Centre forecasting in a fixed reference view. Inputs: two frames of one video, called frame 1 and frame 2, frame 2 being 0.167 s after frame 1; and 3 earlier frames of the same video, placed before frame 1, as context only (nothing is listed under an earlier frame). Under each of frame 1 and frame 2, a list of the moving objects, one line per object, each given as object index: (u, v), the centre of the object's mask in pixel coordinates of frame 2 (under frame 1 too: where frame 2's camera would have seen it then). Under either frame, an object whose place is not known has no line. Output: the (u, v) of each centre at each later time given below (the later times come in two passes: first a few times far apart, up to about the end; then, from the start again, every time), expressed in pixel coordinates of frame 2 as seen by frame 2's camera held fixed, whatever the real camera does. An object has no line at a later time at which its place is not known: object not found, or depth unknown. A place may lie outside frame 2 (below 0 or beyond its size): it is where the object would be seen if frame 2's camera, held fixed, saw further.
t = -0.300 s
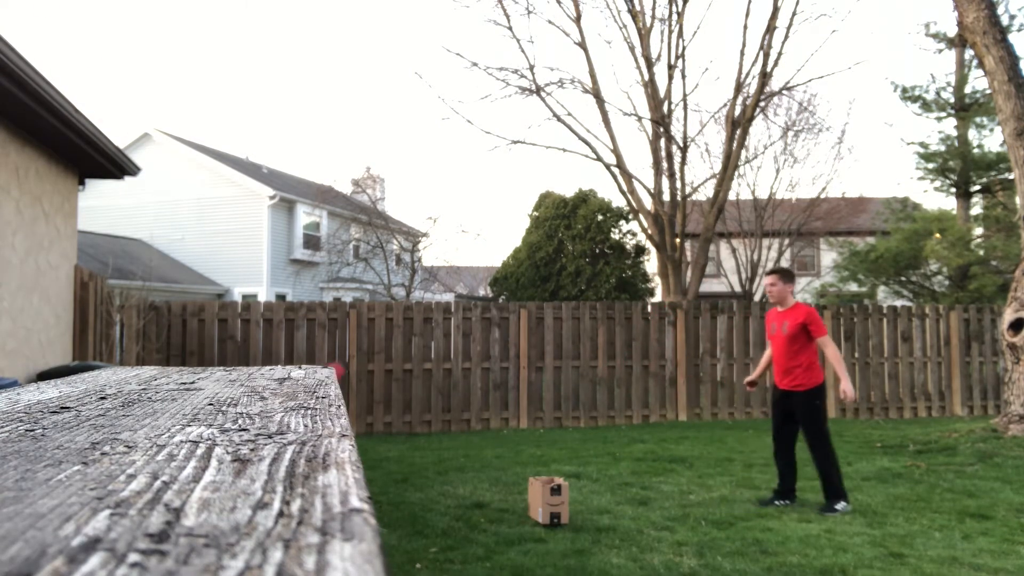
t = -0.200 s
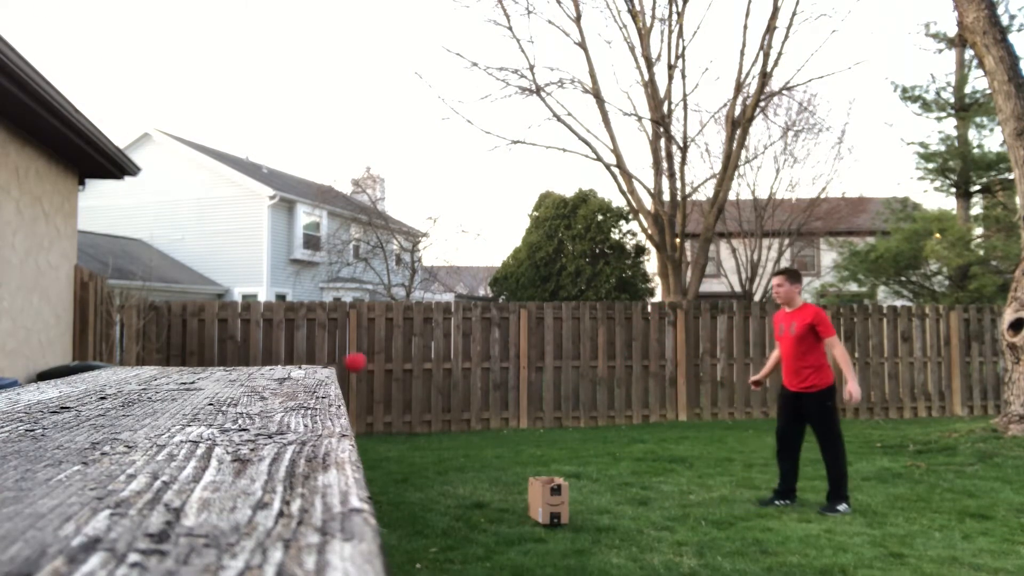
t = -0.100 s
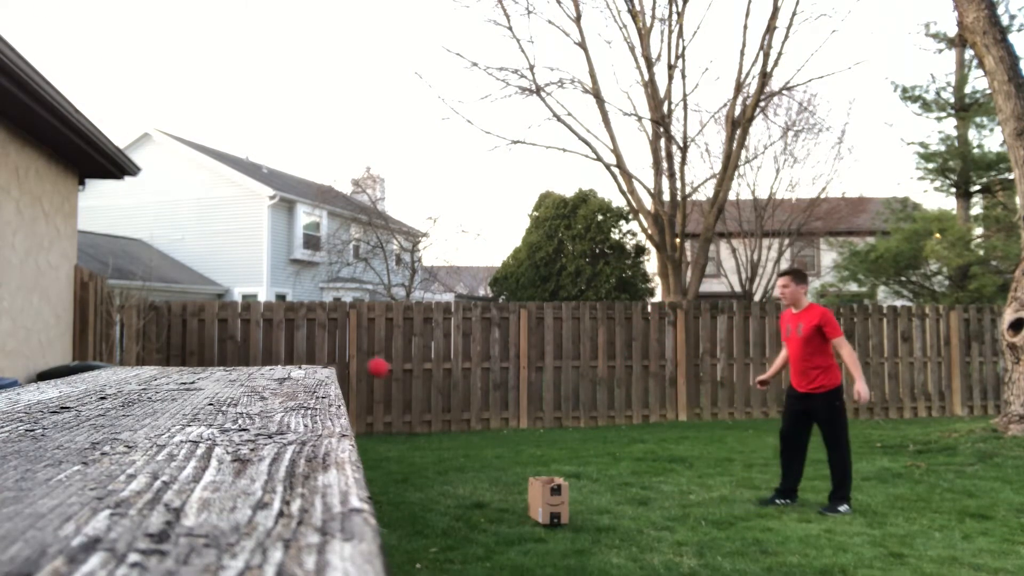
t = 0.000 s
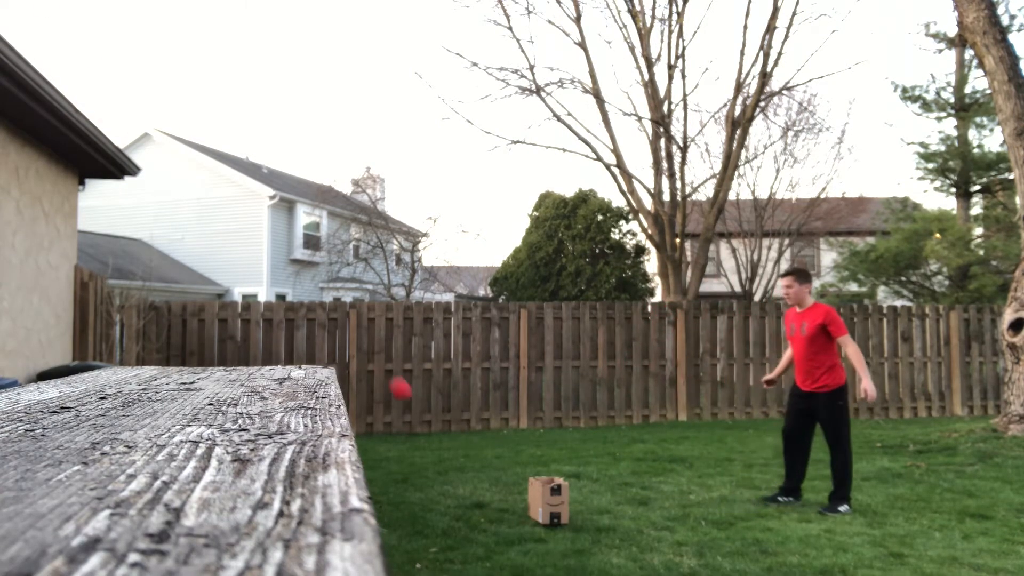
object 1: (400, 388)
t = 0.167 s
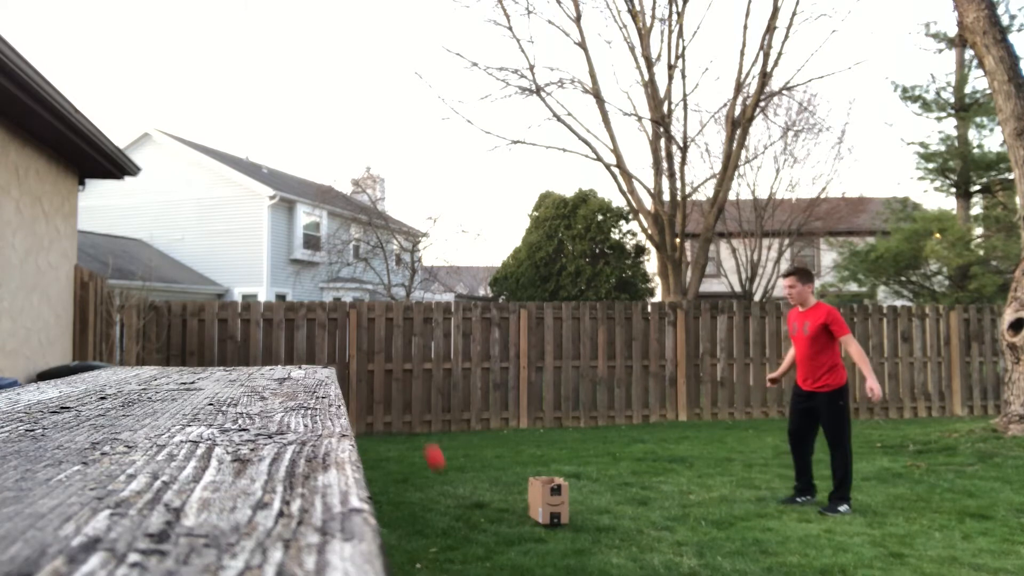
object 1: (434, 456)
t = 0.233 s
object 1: (448, 495)
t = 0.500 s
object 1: (474, 462)
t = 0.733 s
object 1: (491, 487)
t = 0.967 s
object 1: (507, 495)
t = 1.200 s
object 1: (520, 505)
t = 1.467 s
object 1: (522, 508)
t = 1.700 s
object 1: (522, 508)
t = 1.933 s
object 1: (522, 508)
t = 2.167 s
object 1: (523, 508)
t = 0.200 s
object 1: (441, 475)
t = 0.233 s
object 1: (448, 495)
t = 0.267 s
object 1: (454, 513)
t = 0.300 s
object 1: (458, 507)
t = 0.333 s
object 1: (461, 495)
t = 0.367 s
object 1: (463, 485)
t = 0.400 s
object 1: (466, 476)
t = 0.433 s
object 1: (469, 470)
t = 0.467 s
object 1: (471, 465)
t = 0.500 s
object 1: (474, 462)
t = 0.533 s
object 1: (476, 461)
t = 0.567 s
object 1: (478, 462)
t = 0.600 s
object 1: (481, 463)
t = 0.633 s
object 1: (484, 467)
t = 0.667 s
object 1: (486, 472)
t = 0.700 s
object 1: (489, 479)
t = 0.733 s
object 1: (491, 487)
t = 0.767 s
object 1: (494, 497)
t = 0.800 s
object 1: (497, 507)
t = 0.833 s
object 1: (499, 503)
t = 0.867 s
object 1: (500, 495)
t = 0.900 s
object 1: (502, 493)
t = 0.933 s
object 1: (505, 492)
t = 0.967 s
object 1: (507, 495)
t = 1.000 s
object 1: (509, 496)
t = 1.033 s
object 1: (511, 500)
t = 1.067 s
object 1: (513, 504)
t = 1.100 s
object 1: (516, 506)
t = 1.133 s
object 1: (518, 505)
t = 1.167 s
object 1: (520, 504)
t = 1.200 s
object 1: (520, 505)
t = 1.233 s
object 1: (521, 506)
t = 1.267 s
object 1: (522, 508)
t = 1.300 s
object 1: (522, 508)
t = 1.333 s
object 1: (522, 508)
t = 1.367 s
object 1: (522, 508)
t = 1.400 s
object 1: (522, 508)
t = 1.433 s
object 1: (522, 508)
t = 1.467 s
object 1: (522, 508)
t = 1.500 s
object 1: (522, 508)
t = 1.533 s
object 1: (522, 508)
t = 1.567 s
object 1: (522, 508)
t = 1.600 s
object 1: (522, 508)
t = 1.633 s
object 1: (522, 508)
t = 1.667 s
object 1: (522, 508)
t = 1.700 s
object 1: (522, 508)
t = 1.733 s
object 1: (522, 508)
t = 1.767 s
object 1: (522, 508)
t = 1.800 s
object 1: (522, 508)
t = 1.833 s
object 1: (522, 508)
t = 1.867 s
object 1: (522, 508)
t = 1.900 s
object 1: (522, 508)
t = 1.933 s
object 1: (522, 508)
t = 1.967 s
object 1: (523, 508)
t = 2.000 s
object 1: (523, 508)
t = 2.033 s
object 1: (523, 508)
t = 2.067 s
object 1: (523, 508)
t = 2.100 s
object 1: (522, 508)
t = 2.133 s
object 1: (522, 508)
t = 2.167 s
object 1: (523, 508)
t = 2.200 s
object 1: (523, 508)
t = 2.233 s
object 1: (523, 508)
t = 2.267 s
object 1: (523, 508)
